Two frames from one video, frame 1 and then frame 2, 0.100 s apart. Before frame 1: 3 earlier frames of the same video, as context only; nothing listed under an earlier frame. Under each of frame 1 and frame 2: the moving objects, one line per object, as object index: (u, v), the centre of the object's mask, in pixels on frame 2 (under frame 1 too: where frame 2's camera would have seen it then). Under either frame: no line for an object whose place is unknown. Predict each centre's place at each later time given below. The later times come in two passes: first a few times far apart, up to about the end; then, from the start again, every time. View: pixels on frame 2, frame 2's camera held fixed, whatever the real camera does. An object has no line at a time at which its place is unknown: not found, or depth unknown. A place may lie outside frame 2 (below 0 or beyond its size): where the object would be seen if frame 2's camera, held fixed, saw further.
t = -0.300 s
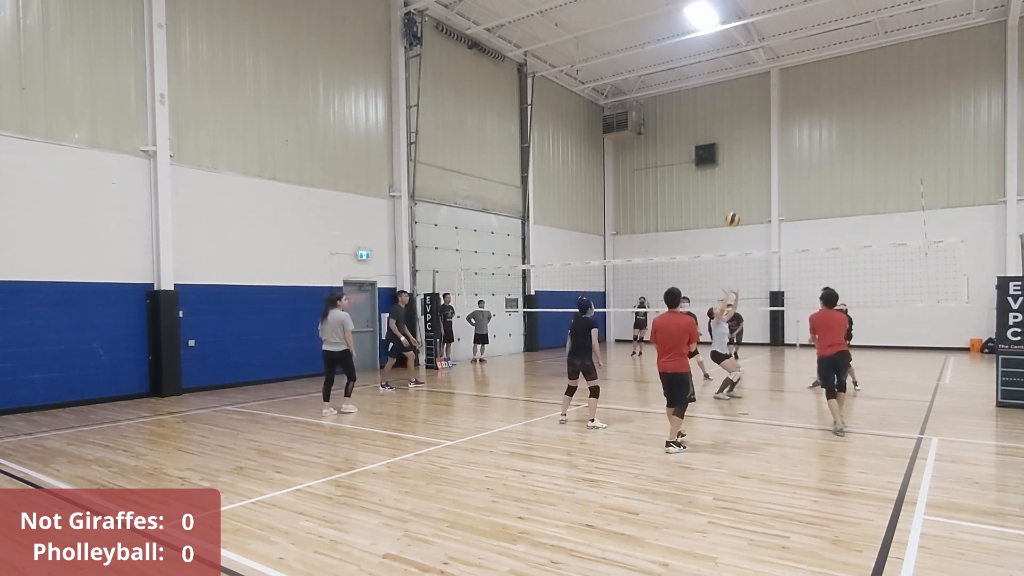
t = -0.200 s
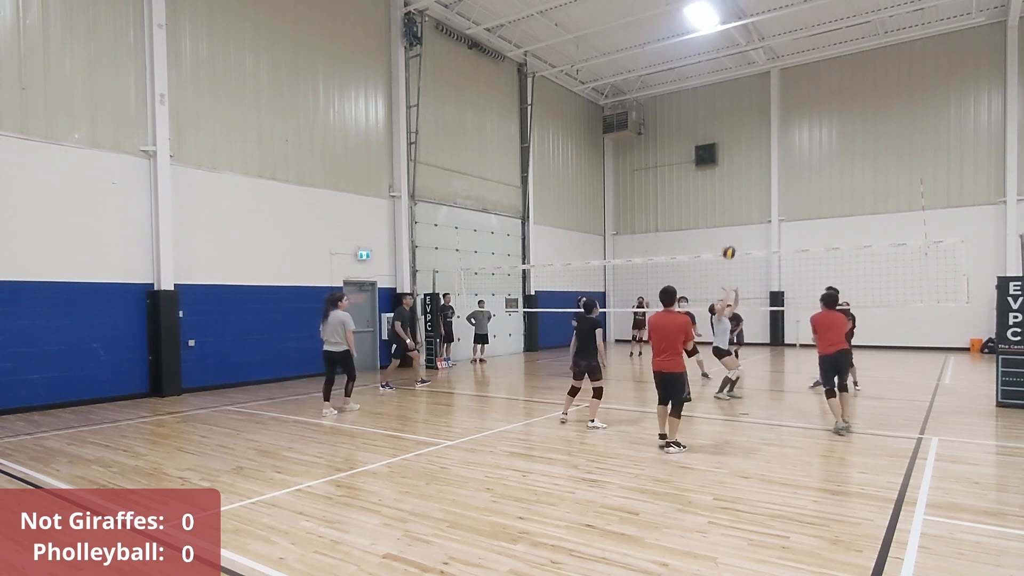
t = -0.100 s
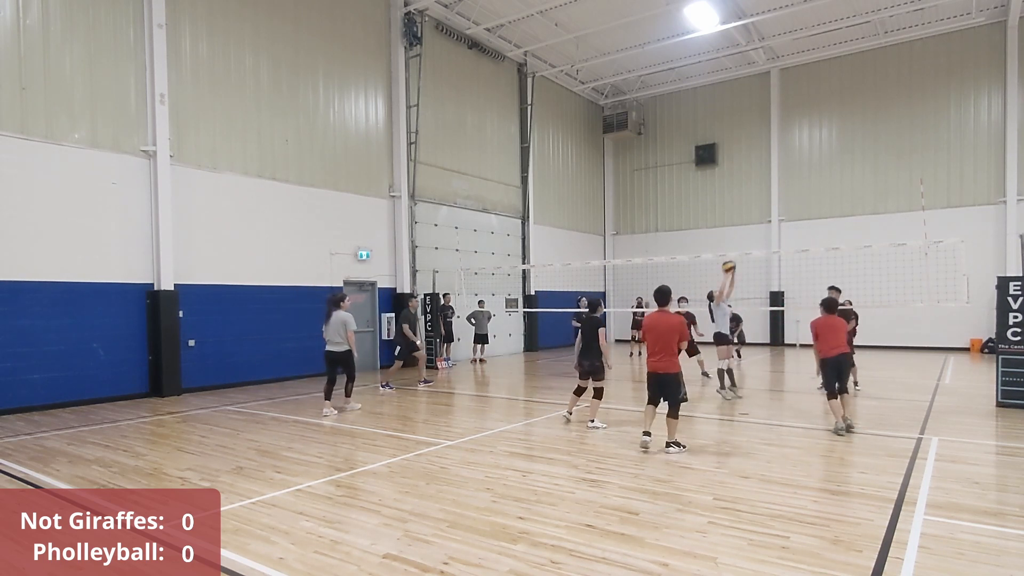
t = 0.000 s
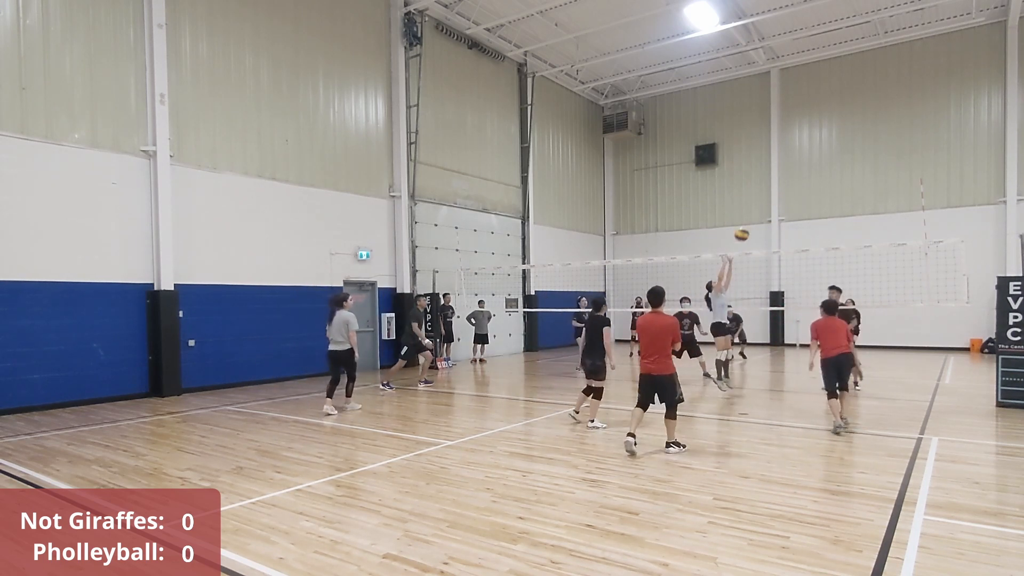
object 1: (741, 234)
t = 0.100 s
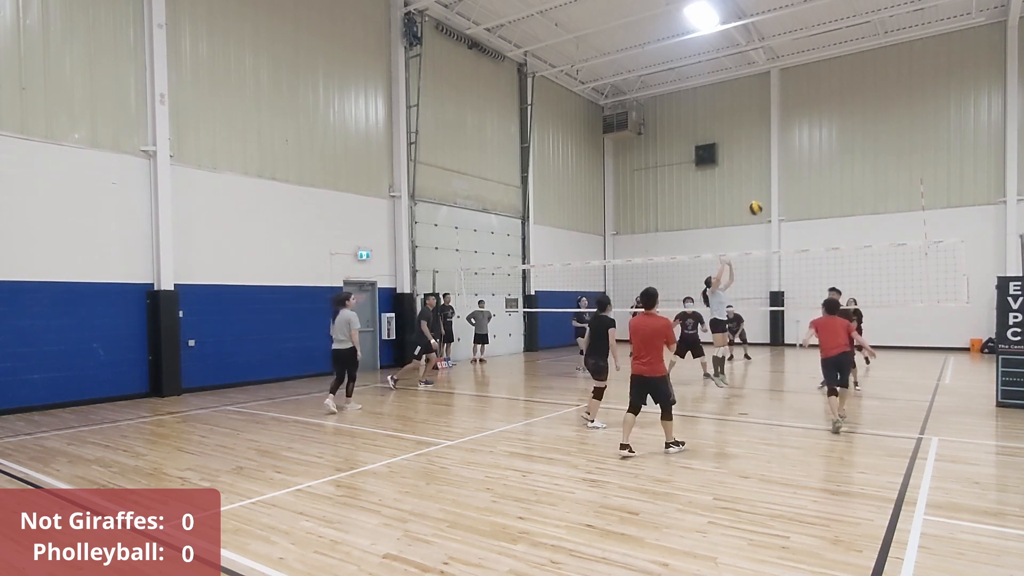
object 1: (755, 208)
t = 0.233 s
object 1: (773, 183)
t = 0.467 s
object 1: (805, 165)
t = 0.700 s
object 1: (839, 184)
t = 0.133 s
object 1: (760, 201)
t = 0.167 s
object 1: (764, 194)
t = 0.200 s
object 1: (768, 188)
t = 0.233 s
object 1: (773, 183)
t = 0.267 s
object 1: (777, 178)
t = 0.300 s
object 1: (782, 174)
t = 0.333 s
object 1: (787, 171)
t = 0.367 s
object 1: (791, 168)
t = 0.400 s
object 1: (796, 166)
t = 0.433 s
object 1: (801, 165)
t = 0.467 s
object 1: (805, 165)
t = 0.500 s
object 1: (810, 165)
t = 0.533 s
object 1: (814, 166)
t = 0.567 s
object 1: (819, 168)
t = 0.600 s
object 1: (824, 171)
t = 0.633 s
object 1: (829, 175)
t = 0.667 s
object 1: (834, 179)
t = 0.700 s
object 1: (839, 184)
